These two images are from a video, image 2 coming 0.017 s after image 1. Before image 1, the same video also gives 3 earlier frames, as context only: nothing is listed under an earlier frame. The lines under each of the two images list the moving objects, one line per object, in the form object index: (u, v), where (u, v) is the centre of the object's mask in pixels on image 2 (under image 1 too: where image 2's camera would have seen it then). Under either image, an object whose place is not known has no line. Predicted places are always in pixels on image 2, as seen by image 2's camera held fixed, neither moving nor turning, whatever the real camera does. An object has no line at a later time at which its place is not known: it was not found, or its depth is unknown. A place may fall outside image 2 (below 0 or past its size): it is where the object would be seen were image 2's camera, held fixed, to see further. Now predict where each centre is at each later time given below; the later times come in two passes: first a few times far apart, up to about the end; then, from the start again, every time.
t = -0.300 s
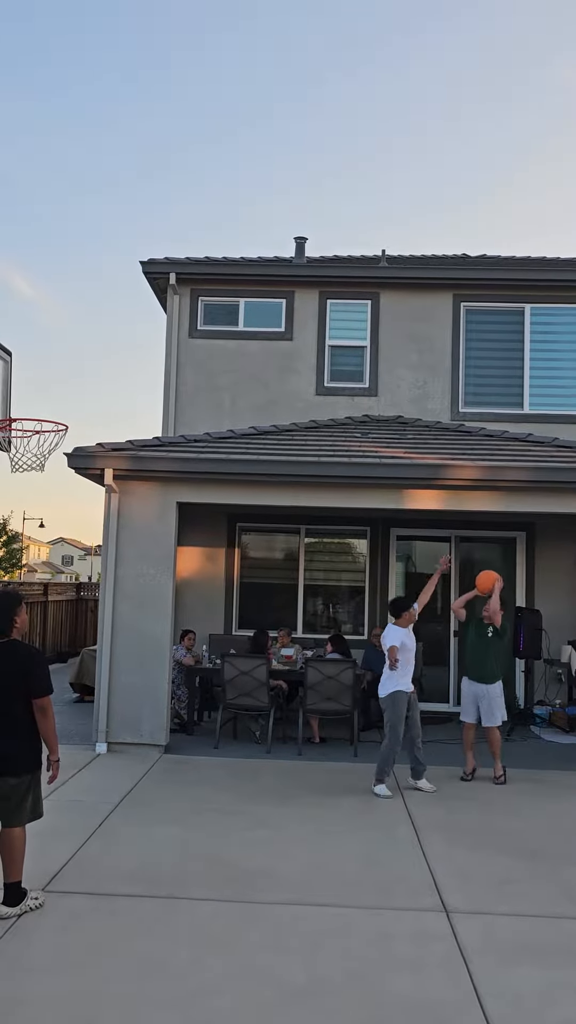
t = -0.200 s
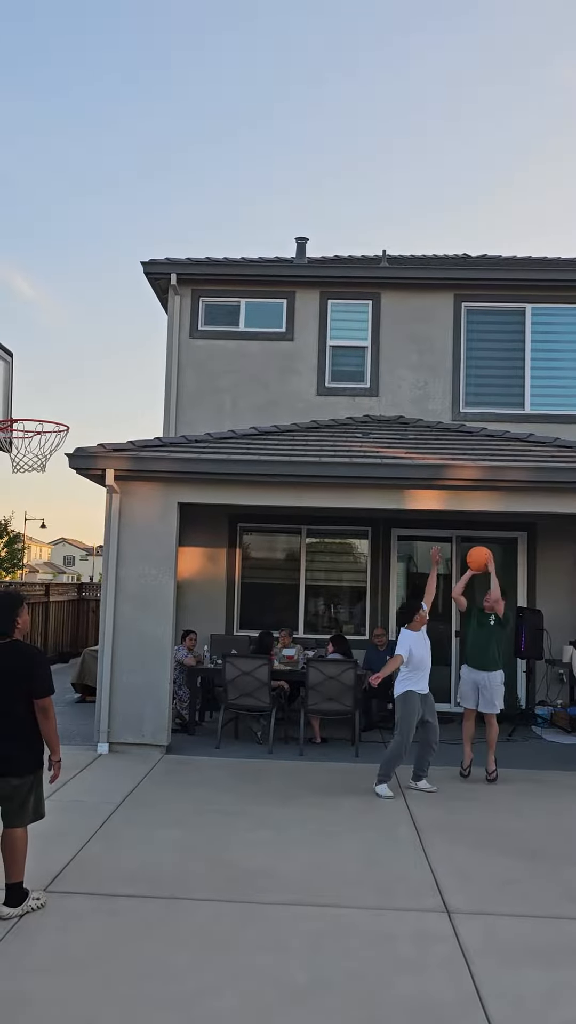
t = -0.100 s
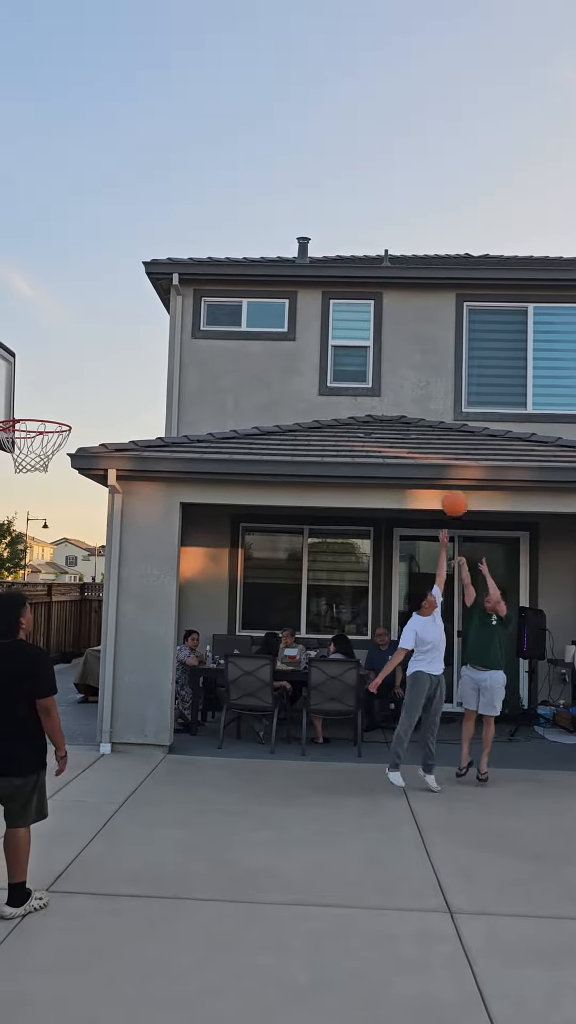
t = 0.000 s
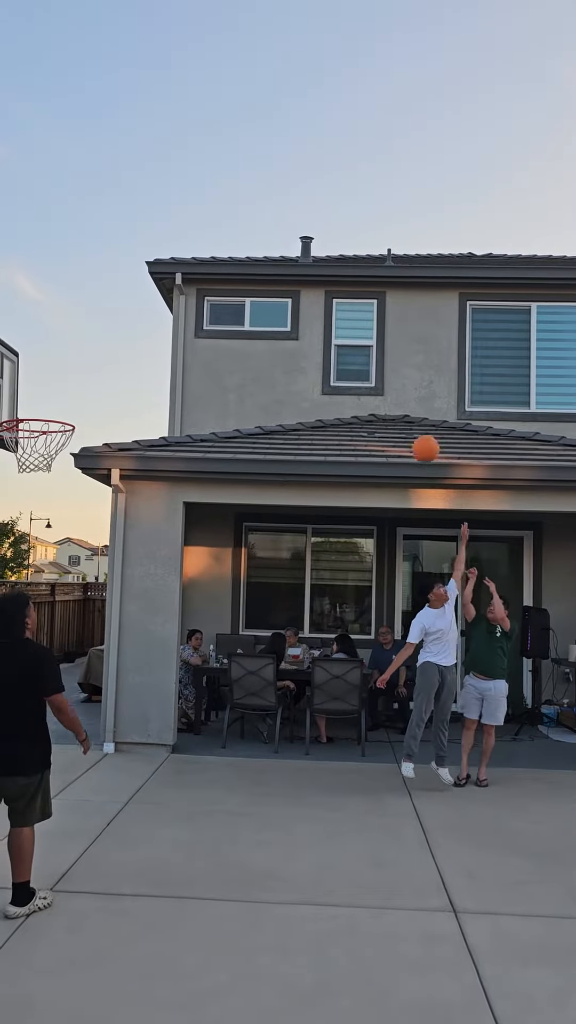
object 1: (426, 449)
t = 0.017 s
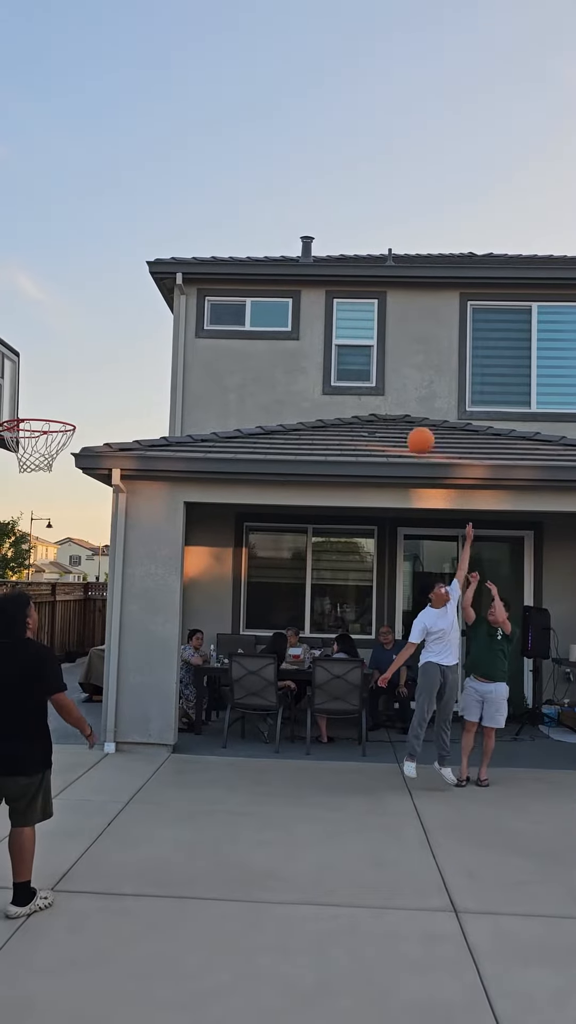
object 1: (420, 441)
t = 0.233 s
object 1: (344, 361)
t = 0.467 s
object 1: (247, 328)
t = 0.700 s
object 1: (134, 364)
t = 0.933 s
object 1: (23, 418)
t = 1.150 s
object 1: (57, 412)
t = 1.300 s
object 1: (54, 421)
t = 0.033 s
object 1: (415, 433)
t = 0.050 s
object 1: (409, 425)
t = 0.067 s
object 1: (404, 418)
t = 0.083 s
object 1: (398, 411)
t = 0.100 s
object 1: (392, 405)
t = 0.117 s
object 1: (386, 398)
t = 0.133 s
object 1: (381, 392)
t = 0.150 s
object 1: (375, 386)
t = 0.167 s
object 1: (368, 381)
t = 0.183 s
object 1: (362, 375)
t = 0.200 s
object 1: (356, 370)
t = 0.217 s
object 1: (350, 365)
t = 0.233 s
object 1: (344, 361)
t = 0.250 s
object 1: (337, 357)
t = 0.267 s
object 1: (331, 353)
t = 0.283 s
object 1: (324, 349)
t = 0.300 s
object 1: (318, 346)
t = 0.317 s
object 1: (311, 342)
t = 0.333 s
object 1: (304, 340)
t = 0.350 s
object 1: (297, 337)
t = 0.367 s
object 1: (290, 335)
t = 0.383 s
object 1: (284, 333)
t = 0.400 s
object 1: (276, 331)
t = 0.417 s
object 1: (269, 330)
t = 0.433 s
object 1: (262, 329)
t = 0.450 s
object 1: (255, 328)
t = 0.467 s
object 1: (247, 328)
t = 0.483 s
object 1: (240, 328)
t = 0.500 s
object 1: (232, 328)
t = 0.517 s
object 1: (225, 329)
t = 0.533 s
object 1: (217, 331)
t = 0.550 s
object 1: (209, 332)
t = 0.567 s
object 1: (202, 334)
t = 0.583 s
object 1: (193, 336)
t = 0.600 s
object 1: (185, 339)
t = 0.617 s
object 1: (177, 342)
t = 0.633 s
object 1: (169, 346)
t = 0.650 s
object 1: (160, 350)
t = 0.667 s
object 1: (152, 354)
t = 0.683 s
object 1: (144, 359)
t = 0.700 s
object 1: (134, 364)
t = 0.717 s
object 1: (126, 370)
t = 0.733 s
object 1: (116, 376)
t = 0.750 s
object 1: (107, 383)
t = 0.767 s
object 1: (98, 390)
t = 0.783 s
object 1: (88, 397)
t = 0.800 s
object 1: (79, 405)
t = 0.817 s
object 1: (70, 413)
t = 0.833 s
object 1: (63, 413)
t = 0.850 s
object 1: (56, 413)
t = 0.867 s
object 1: (50, 413)
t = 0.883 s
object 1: (43, 414)
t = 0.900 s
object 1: (36, 415)
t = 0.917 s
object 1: (30, 416)
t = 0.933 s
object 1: (23, 418)
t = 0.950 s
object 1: (25, 416)
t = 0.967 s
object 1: (29, 414)
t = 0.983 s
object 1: (32, 414)
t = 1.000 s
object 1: (36, 412)
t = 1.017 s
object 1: (40, 411)
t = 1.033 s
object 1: (43, 411)
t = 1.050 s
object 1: (47, 412)
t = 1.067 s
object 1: (51, 412)
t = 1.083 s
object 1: (54, 413)
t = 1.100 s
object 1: (56, 413)
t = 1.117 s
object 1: (57, 413)
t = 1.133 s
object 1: (57, 412)
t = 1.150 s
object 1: (57, 412)
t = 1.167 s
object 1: (57, 411)
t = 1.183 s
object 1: (57, 412)
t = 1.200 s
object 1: (56, 412)
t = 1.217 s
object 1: (56, 413)
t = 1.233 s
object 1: (56, 415)
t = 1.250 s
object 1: (56, 416)
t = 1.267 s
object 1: (56, 418)
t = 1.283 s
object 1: (55, 420)
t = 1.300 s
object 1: (54, 421)
